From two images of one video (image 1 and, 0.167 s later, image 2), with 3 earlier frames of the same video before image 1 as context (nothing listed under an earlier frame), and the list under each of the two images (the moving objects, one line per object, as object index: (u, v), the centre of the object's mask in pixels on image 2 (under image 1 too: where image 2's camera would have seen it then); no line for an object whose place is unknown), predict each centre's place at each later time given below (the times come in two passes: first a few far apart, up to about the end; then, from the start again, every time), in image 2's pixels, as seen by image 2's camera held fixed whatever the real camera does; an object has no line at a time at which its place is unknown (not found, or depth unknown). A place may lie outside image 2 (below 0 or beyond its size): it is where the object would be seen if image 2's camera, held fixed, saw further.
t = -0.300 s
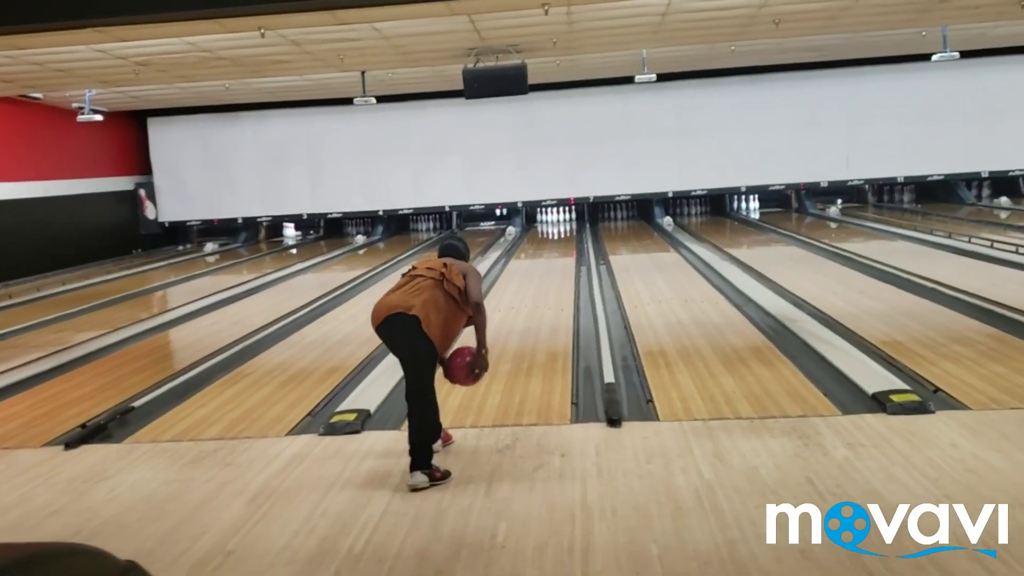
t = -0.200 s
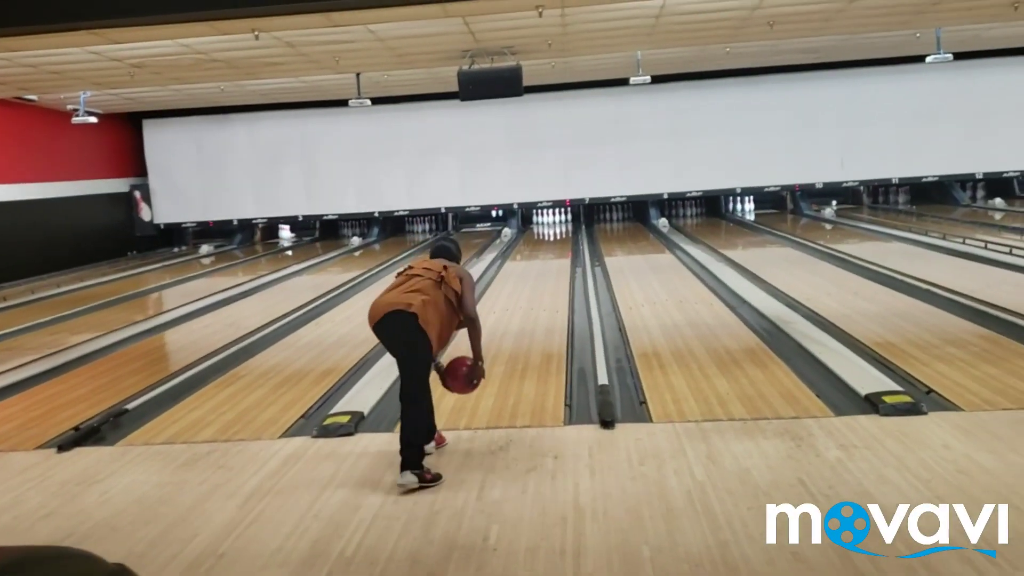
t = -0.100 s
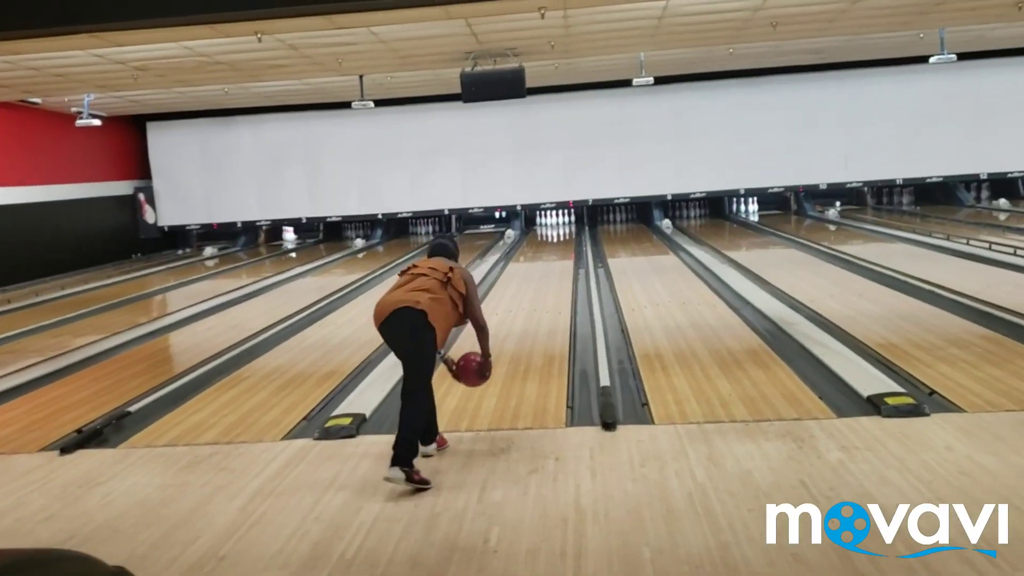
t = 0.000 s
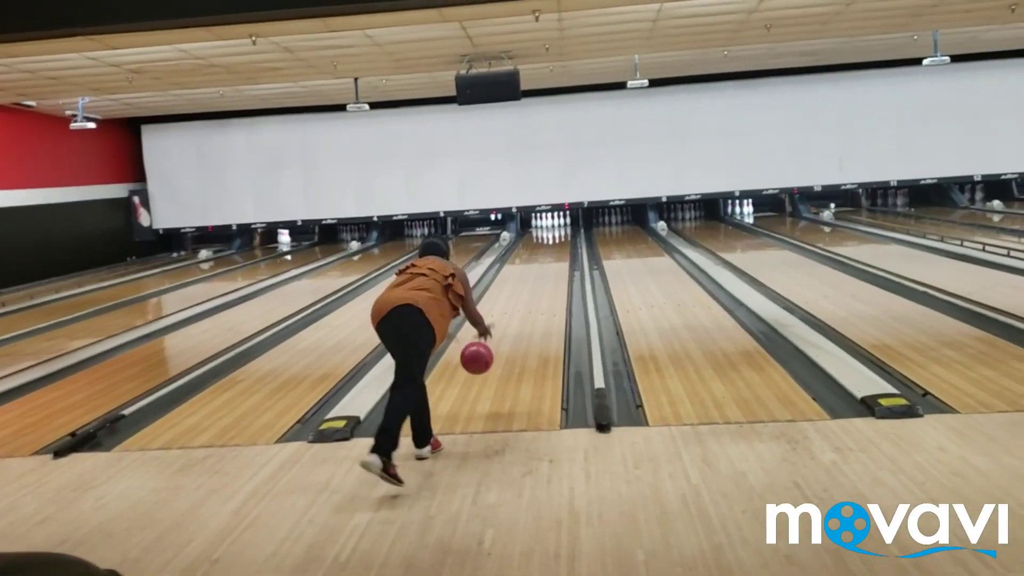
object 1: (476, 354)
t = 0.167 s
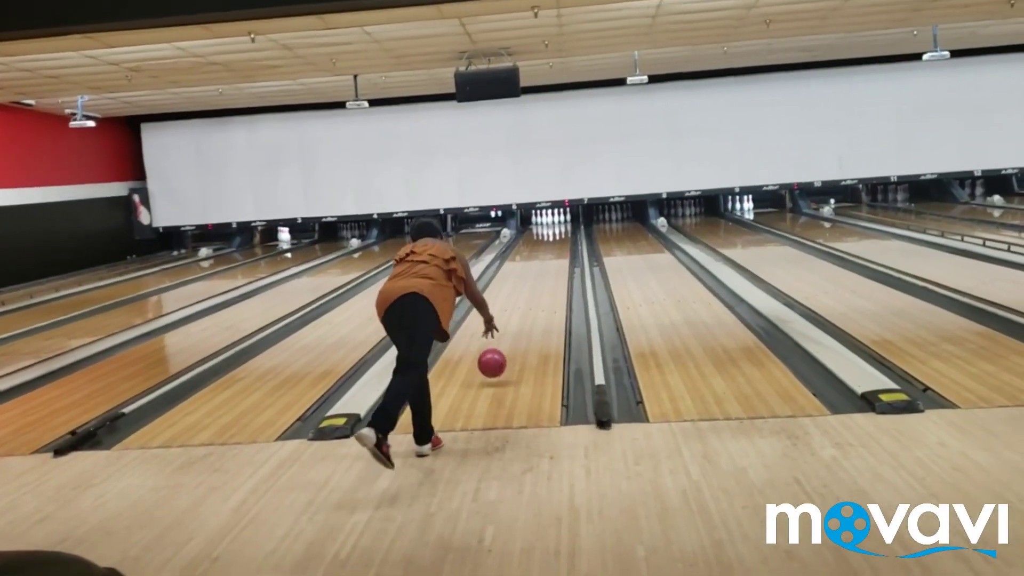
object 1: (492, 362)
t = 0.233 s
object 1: (496, 359)
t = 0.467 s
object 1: (509, 335)
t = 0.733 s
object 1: (520, 313)
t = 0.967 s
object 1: (528, 297)
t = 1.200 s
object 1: (534, 286)
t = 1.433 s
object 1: (539, 275)
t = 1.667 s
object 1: (543, 267)
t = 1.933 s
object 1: (547, 259)
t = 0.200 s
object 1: (495, 366)
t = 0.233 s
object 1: (496, 359)
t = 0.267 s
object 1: (498, 355)
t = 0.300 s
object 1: (500, 351)
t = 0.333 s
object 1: (503, 349)
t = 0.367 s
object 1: (504, 345)
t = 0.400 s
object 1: (506, 342)
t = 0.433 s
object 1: (508, 338)
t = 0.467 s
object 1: (509, 335)
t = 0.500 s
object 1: (511, 332)
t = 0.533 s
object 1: (512, 329)
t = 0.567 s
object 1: (514, 326)
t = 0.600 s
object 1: (515, 324)
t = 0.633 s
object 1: (517, 321)
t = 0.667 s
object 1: (519, 318)
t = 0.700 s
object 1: (520, 316)
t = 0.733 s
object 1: (520, 313)
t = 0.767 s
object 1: (521, 310)
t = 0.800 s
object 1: (522, 308)
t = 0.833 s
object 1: (523, 306)
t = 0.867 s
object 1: (524, 304)
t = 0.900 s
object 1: (525, 302)
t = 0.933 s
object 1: (526, 299)
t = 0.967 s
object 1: (528, 297)
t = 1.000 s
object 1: (529, 295)
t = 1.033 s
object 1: (530, 294)
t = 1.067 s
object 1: (530, 292)
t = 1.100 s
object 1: (531, 290)
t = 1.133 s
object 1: (532, 288)
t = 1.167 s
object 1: (533, 287)
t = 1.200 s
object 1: (534, 286)
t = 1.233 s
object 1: (535, 284)
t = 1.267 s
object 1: (535, 283)
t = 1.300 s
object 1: (536, 281)
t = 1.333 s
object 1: (537, 280)
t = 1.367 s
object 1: (537, 278)
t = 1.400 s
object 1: (538, 277)
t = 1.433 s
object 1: (539, 275)
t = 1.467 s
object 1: (539, 274)
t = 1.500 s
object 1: (540, 273)
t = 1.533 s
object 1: (541, 272)
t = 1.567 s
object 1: (541, 270)
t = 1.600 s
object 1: (542, 269)
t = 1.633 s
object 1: (542, 268)
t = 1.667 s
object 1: (543, 267)
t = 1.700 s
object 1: (543, 266)
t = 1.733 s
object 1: (544, 265)
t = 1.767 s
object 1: (545, 264)
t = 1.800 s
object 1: (545, 263)
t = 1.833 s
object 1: (546, 262)
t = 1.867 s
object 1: (546, 261)
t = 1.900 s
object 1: (547, 260)
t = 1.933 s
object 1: (547, 259)
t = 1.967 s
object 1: (548, 258)
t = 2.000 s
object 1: (548, 258)
